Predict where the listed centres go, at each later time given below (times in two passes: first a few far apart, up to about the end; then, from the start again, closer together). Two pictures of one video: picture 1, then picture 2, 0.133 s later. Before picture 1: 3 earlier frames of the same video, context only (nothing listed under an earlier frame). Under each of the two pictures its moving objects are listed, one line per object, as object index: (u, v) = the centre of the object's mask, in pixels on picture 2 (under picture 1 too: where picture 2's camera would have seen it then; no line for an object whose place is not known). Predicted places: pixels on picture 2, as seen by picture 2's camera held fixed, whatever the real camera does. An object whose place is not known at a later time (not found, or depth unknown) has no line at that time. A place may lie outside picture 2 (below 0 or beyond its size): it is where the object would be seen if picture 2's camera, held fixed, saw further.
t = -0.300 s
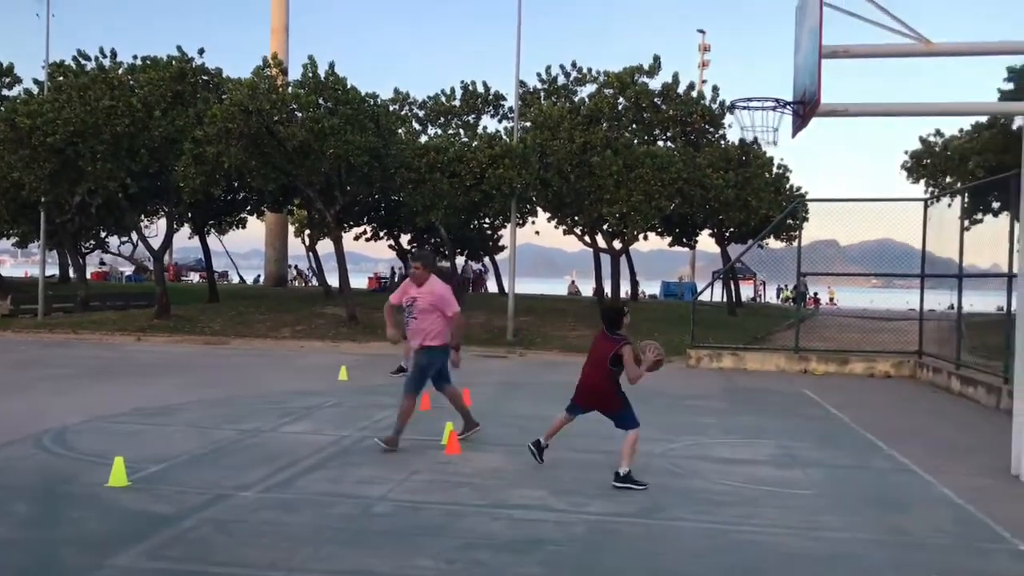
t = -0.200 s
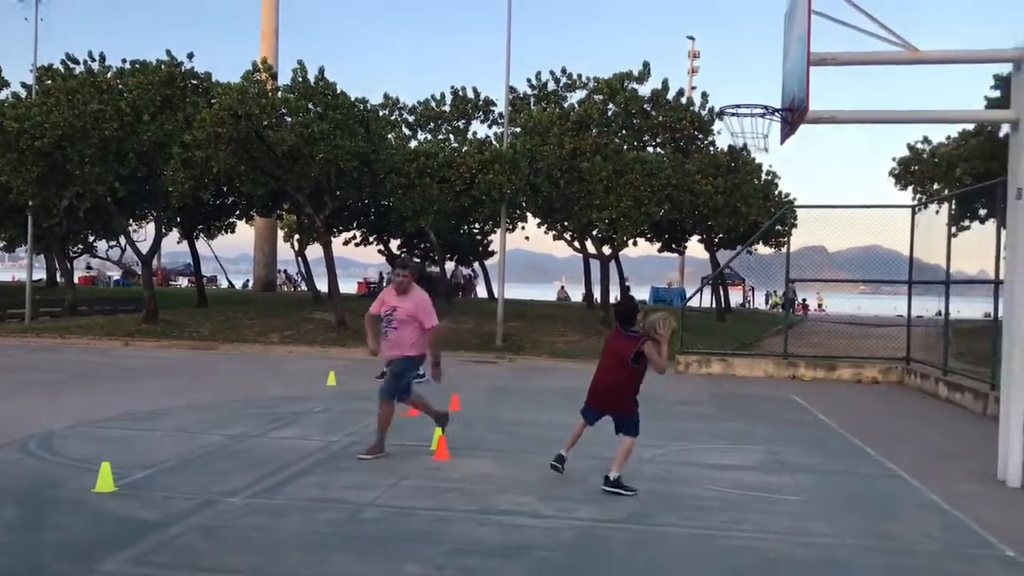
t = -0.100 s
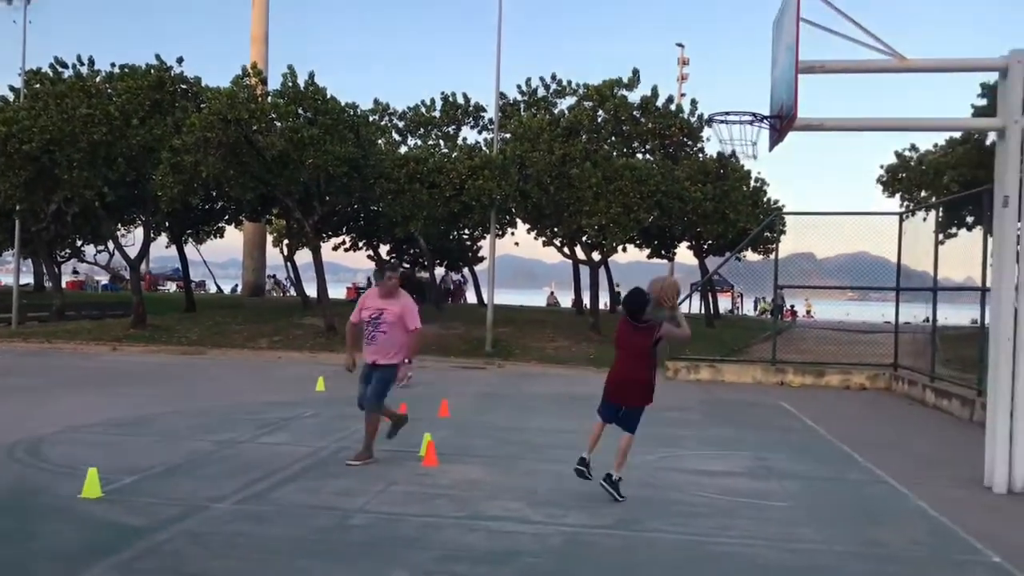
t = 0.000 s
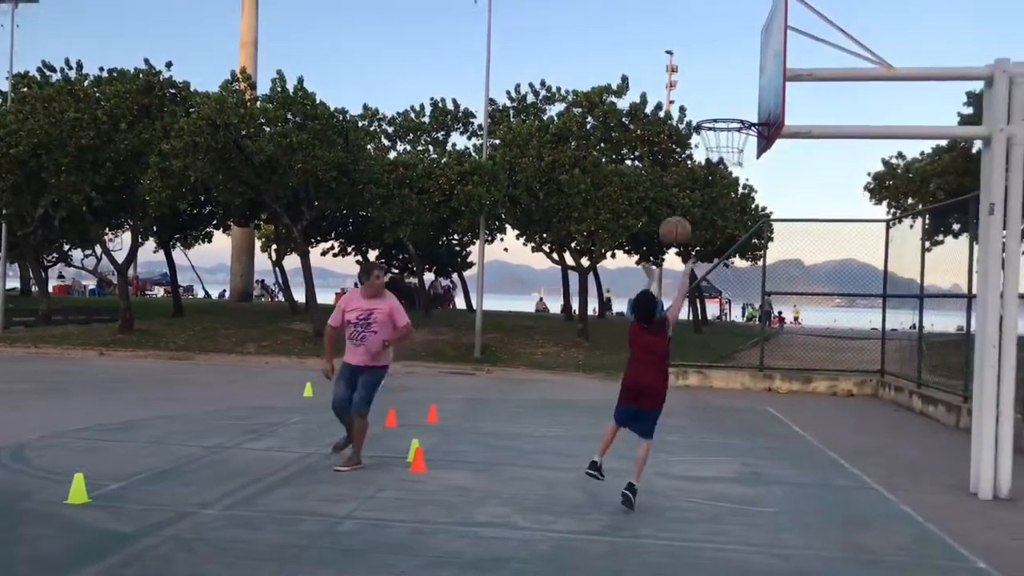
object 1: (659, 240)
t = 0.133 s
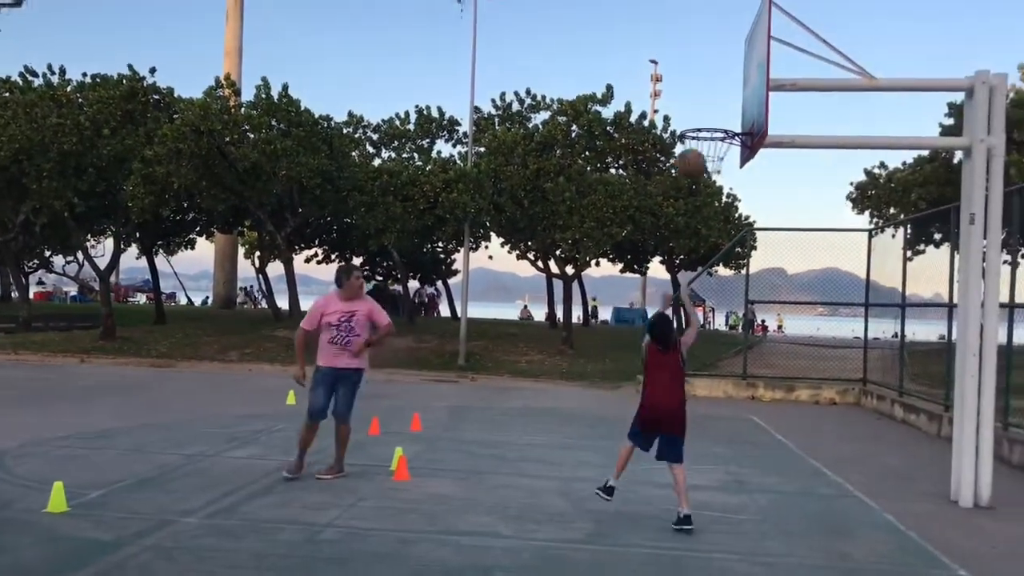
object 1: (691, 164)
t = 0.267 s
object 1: (719, 112)
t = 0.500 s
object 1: (726, 85)
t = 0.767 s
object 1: (694, 118)
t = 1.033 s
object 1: (715, 146)
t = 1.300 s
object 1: (702, 196)
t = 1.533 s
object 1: (688, 302)
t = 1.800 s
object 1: (669, 465)
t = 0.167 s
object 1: (697, 148)
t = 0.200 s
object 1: (705, 135)
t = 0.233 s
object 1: (712, 122)
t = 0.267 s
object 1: (719, 112)
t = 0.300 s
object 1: (725, 103)
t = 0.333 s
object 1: (732, 95)
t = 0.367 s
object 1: (738, 89)
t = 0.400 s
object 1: (744, 85)
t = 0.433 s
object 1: (739, 83)
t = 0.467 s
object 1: (732, 84)
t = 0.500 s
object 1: (726, 85)
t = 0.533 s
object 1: (720, 88)
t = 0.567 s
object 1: (714, 92)
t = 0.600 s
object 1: (708, 97)
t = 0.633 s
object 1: (702, 103)
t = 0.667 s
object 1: (696, 111)
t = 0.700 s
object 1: (690, 119)
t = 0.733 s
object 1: (691, 119)
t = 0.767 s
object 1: (694, 118)
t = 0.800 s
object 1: (697, 117)
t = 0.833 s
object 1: (700, 118)
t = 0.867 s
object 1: (703, 120)
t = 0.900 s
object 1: (706, 123)
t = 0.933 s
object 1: (709, 127)
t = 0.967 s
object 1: (712, 133)
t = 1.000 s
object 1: (715, 140)
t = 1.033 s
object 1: (715, 146)
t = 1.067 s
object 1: (714, 151)
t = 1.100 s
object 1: (712, 155)
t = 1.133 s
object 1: (710, 160)
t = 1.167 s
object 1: (708, 164)
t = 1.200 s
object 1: (706, 171)
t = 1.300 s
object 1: (702, 196)
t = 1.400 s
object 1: (696, 233)
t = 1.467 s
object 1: (692, 265)
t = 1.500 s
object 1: (692, 282)
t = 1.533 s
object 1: (688, 302)
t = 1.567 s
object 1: (685, 323)
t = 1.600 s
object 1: (684, 341)
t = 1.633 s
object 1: (682, 366)
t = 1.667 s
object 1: (679, 391)
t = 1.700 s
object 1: (677, 419)
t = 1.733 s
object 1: (674, 445)
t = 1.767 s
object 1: (671, 474)
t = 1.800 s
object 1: (669, 465)
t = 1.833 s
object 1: (667, 445)
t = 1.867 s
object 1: (665, 427)
